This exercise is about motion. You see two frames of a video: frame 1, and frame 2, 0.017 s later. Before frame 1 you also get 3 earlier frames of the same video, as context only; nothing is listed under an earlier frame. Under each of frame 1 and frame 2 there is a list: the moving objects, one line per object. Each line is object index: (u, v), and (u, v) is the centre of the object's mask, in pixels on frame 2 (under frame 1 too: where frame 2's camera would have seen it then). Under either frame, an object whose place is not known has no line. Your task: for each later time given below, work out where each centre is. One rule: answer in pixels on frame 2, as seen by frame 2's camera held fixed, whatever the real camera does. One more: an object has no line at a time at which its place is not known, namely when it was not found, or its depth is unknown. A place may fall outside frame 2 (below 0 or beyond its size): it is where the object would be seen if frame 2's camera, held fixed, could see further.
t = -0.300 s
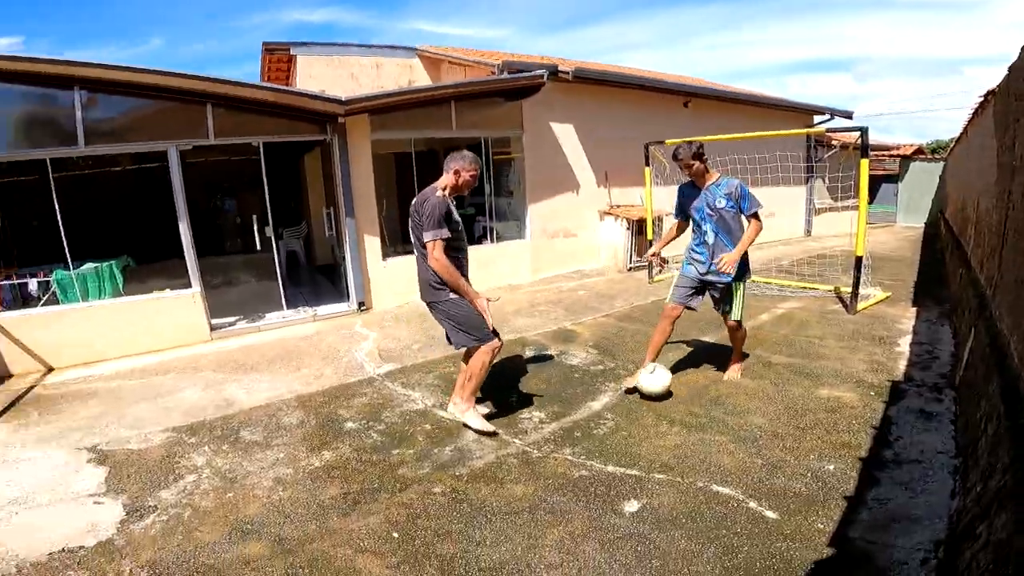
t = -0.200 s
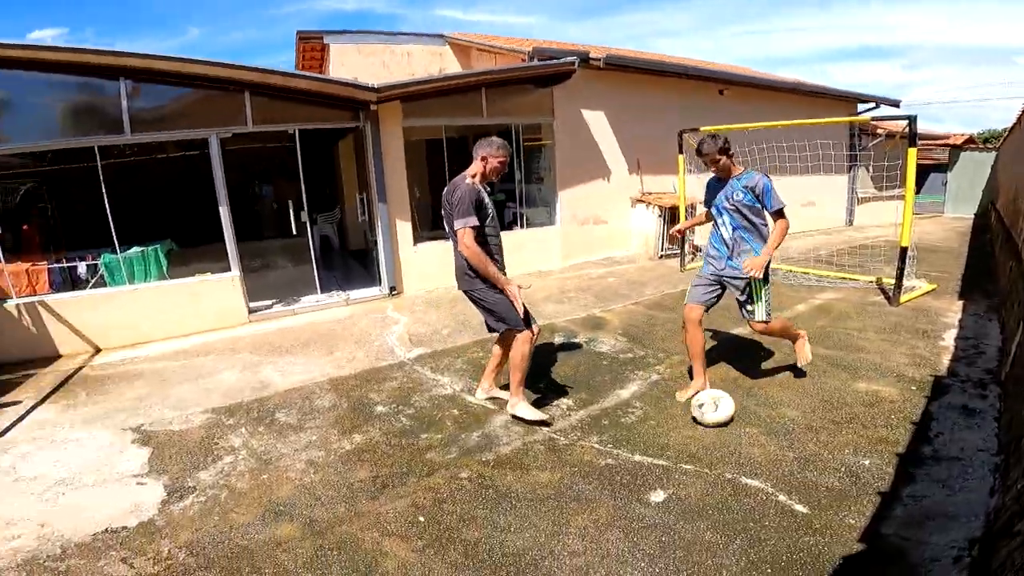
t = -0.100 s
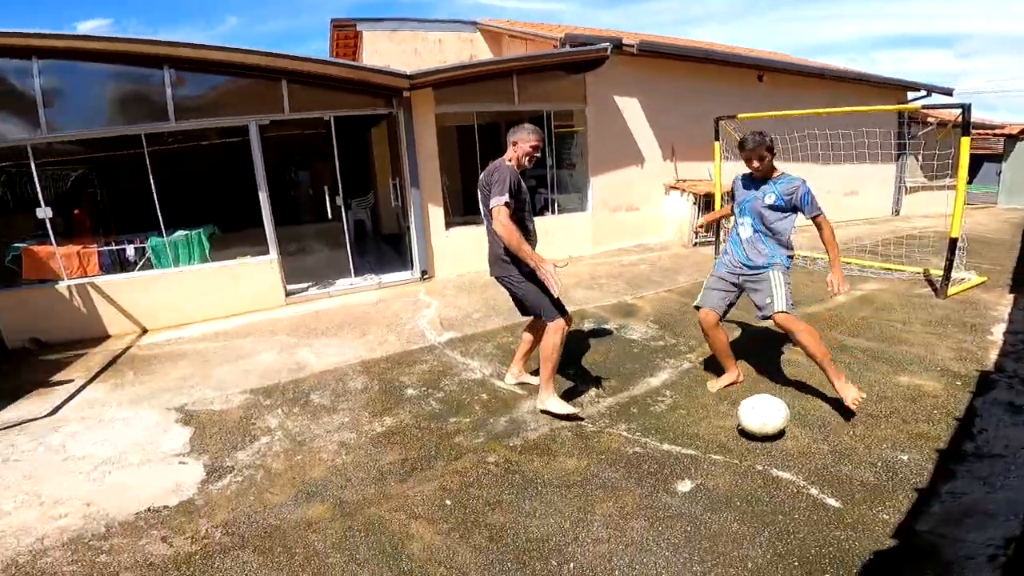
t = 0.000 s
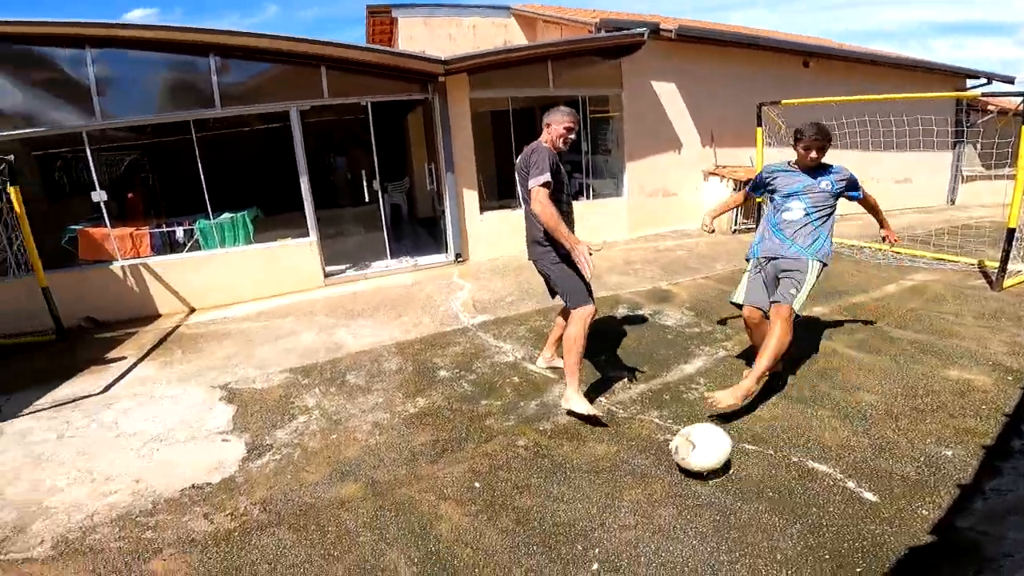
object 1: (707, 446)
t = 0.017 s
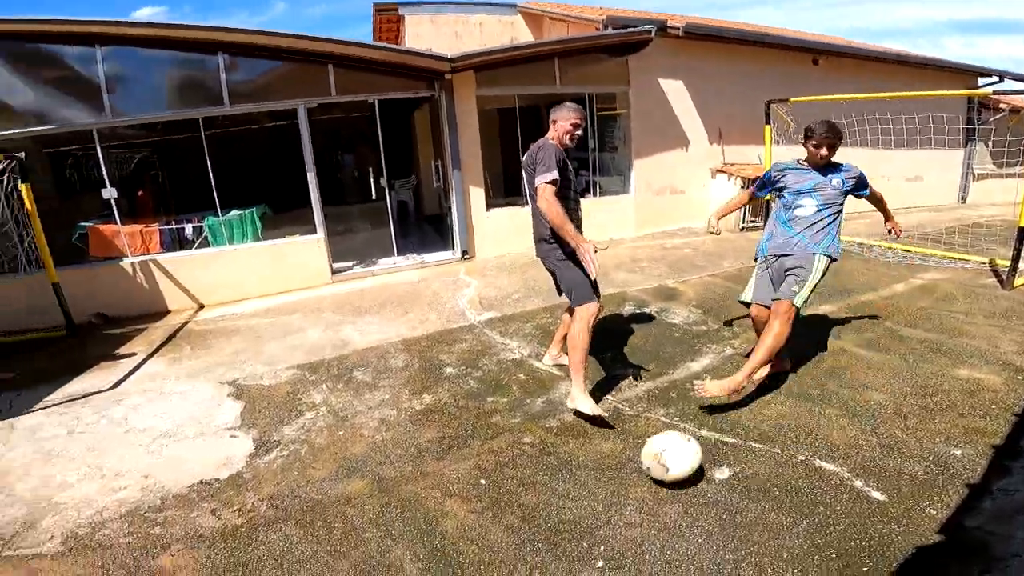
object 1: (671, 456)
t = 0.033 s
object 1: (633, 467)
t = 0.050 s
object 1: (592, 479)
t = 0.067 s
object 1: (550, 492)
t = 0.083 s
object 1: (506, 505)
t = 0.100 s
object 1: (461, 518)
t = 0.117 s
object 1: (414, 531)
